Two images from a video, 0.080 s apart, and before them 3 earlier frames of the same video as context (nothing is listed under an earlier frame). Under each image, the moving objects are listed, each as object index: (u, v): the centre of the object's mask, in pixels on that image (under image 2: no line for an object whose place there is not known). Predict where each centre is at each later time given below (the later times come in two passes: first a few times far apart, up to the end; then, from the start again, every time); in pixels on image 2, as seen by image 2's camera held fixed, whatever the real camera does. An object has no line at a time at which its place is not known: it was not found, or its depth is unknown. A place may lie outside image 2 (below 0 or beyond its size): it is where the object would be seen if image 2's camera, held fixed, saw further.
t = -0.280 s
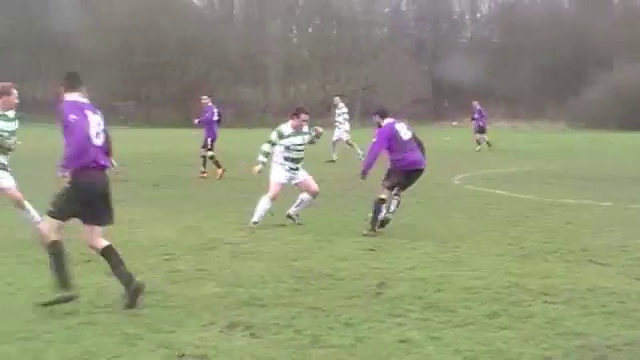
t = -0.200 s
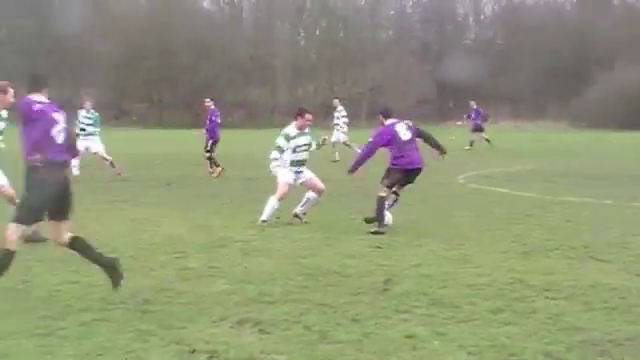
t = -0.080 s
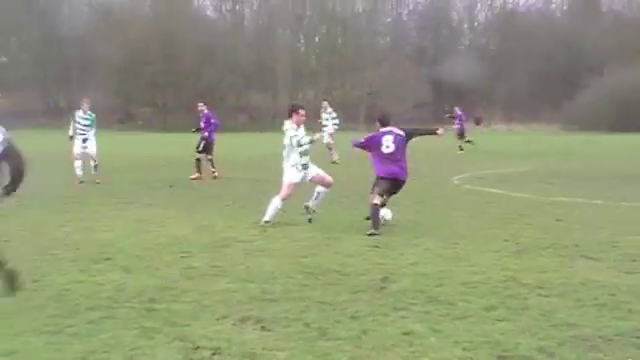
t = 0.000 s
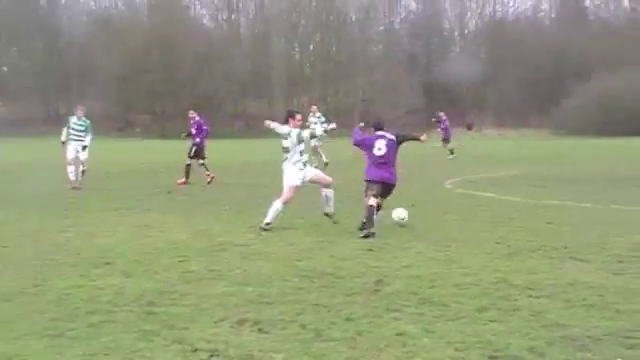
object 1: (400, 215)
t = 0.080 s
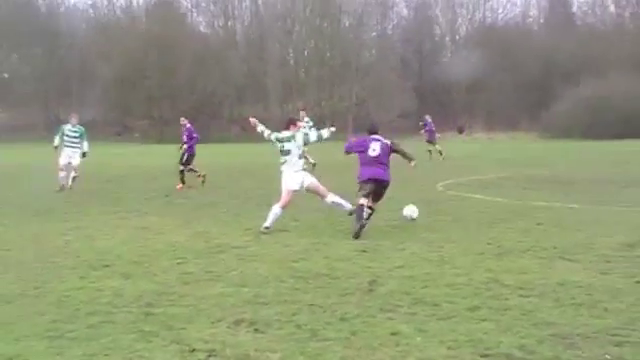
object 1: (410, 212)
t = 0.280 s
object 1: (449, 209)
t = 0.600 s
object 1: (499, 205)
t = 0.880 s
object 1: (536, 201)
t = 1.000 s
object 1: (550, 198)
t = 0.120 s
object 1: (418, 210)
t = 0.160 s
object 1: (426, 211)
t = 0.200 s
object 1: (436, 213)
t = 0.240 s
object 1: (443, 213)
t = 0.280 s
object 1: (449, 209)
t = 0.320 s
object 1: (455, 206)
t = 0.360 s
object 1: (462, 205)
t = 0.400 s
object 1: (468, 204)
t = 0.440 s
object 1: (475, 205)
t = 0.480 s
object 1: (481, 207)
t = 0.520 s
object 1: (487, 208)
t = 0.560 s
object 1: (493, 206)
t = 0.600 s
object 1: (499, 205)
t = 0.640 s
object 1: (505, 205)
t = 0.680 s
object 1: (510, 204)
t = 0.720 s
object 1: (516, 202)
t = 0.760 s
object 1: (521, 202)
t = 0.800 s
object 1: (526, 202)
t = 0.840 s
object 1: (531, 202)
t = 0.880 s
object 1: (536, 201)
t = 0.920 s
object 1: (541, 200)
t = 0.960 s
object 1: (546, 199)
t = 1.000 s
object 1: (550, 198)
